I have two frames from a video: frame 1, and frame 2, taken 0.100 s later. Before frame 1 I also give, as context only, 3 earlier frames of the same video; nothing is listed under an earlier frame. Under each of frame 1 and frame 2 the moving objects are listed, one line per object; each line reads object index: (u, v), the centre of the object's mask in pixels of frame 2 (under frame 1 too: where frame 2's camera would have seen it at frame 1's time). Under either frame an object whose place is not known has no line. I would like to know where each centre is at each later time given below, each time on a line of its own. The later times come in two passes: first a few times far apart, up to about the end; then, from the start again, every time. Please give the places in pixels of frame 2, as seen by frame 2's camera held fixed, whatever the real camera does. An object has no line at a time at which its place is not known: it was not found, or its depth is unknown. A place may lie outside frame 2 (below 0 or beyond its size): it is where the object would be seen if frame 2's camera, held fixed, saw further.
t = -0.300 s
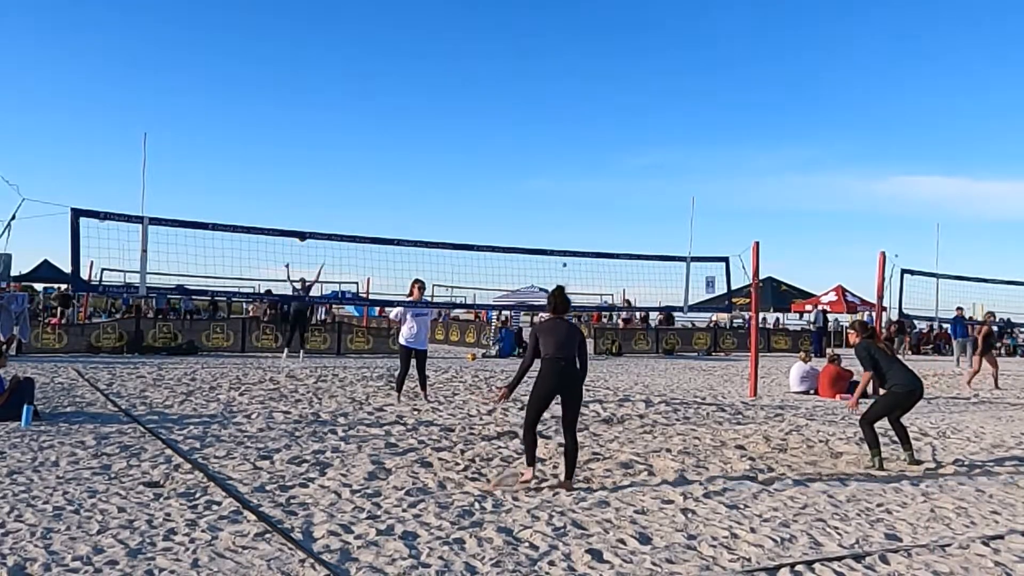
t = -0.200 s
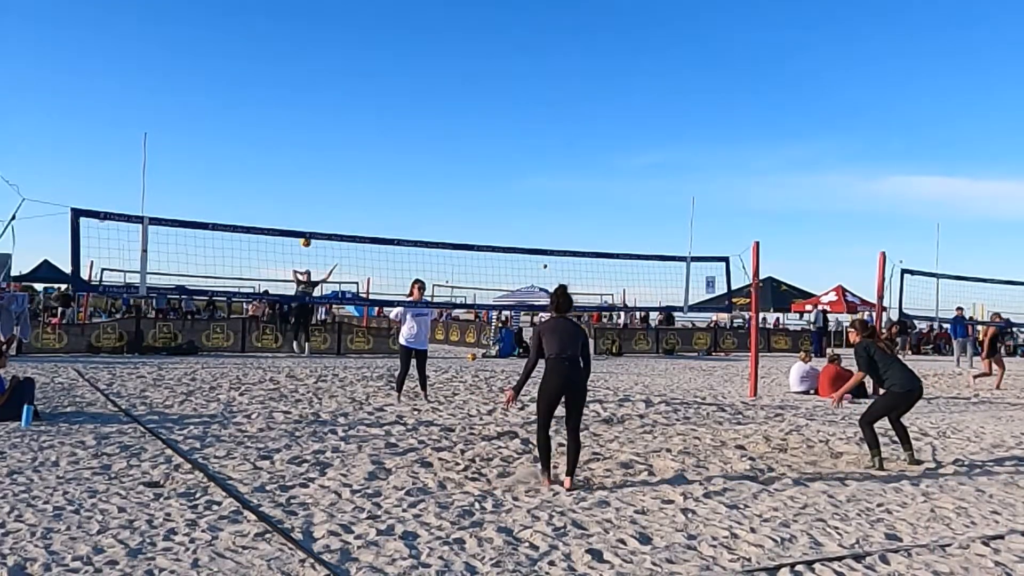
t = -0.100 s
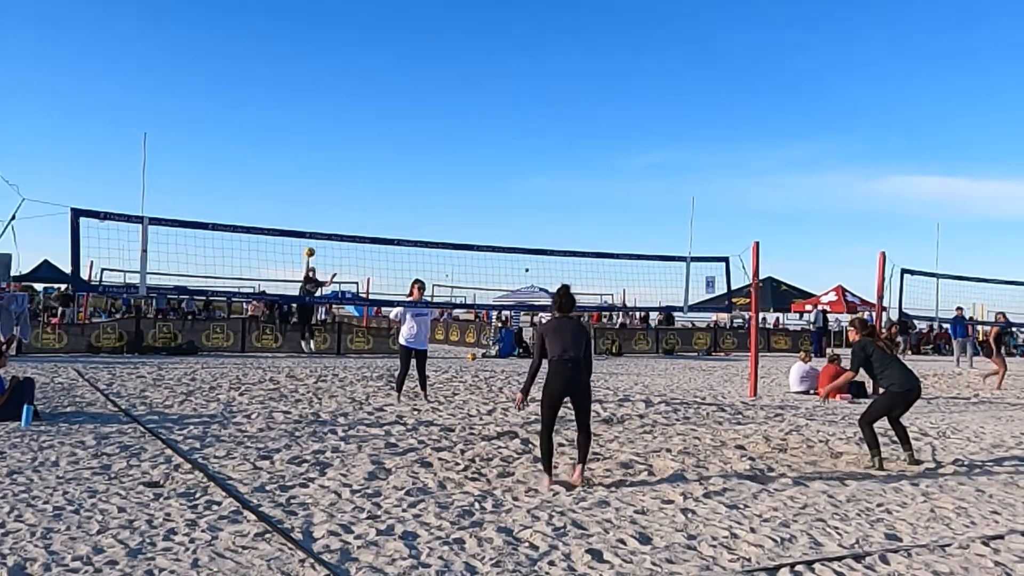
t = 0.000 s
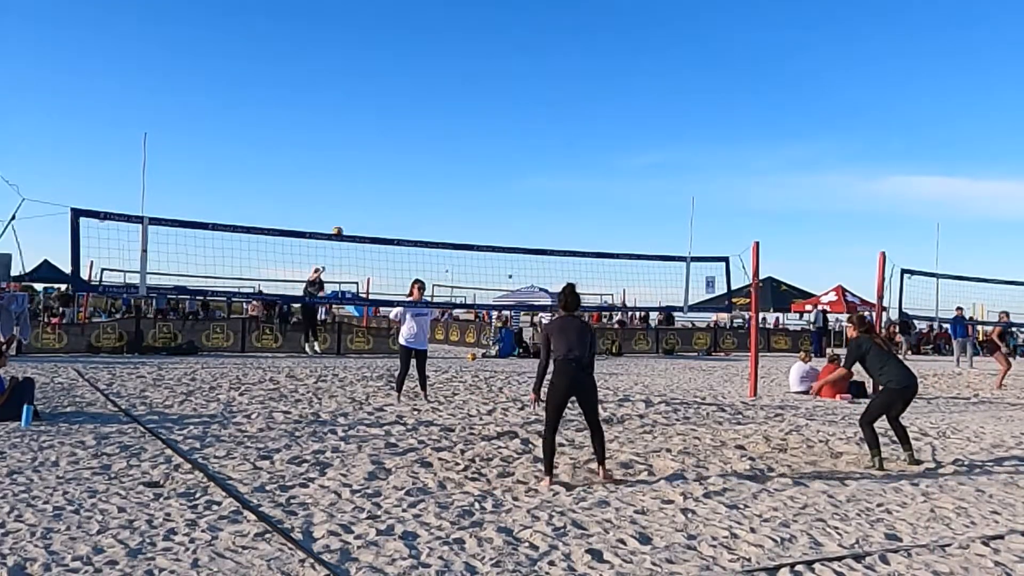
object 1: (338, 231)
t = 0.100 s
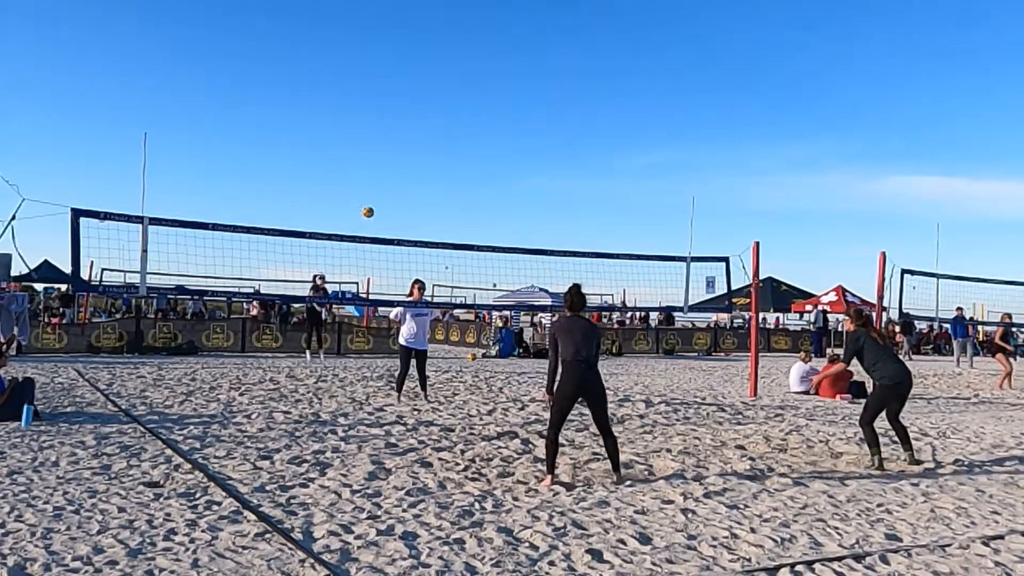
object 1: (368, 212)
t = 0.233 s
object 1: (413, 190)
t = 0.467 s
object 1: (513, 172)
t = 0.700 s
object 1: (645, 193)
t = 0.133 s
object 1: (379, 206)
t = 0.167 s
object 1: (390, 201)
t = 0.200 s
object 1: (402, 195)
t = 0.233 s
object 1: (413, 190)
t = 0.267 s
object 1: (426, 186)
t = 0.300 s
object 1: (439, 182)
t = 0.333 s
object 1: (453, 178)
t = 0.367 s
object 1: (467, 176)
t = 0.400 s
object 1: (482, 174)
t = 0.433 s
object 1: (497, 172)
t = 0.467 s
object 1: (513, 172)
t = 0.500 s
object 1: (529, 172)
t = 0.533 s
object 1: (547, 173)
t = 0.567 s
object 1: (565, 175)
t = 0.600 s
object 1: (583, 178)
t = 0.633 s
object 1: (603, 182)
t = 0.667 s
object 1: (624, 187)
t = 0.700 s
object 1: (645, 193)
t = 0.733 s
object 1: (668, 201)
